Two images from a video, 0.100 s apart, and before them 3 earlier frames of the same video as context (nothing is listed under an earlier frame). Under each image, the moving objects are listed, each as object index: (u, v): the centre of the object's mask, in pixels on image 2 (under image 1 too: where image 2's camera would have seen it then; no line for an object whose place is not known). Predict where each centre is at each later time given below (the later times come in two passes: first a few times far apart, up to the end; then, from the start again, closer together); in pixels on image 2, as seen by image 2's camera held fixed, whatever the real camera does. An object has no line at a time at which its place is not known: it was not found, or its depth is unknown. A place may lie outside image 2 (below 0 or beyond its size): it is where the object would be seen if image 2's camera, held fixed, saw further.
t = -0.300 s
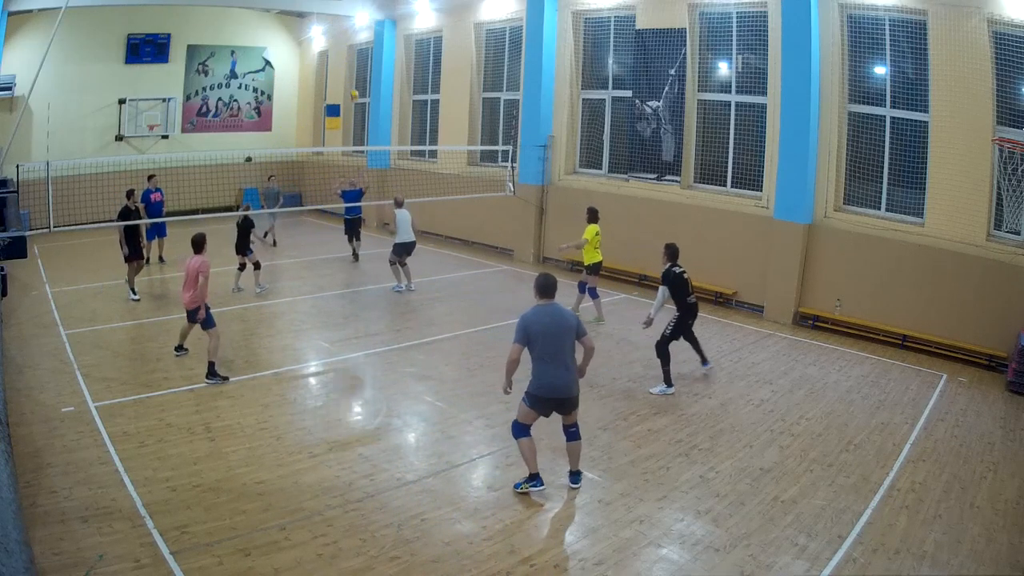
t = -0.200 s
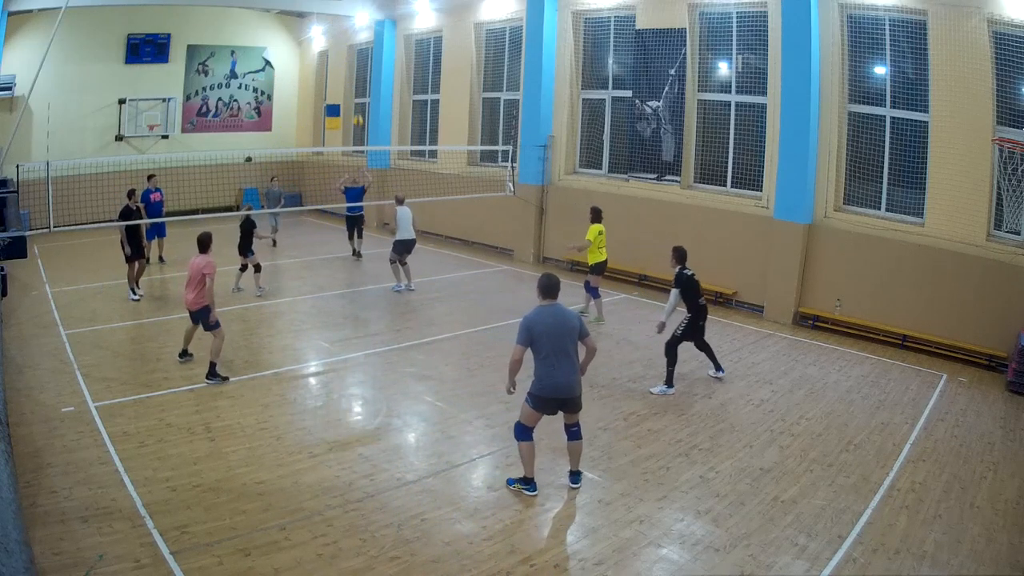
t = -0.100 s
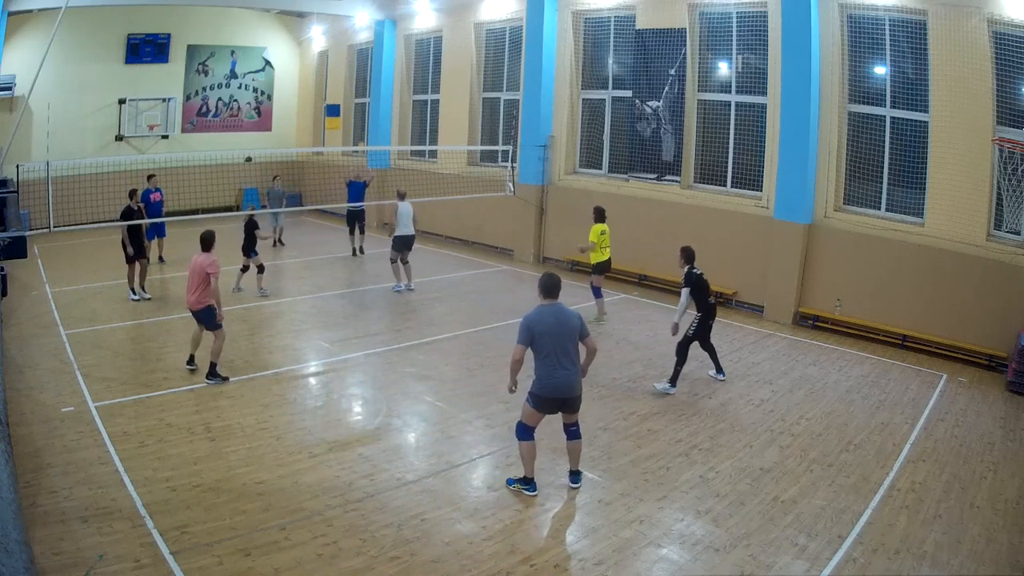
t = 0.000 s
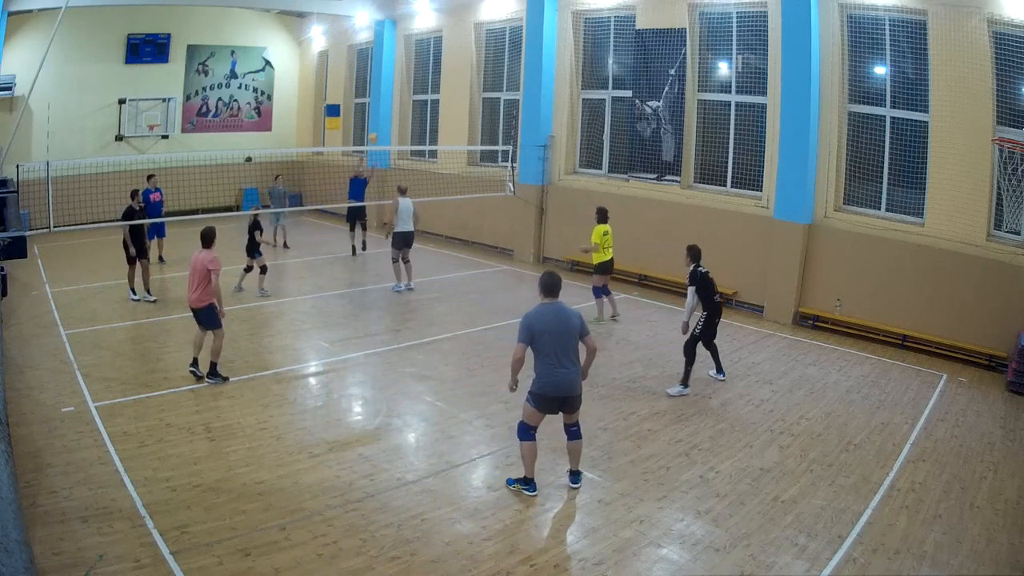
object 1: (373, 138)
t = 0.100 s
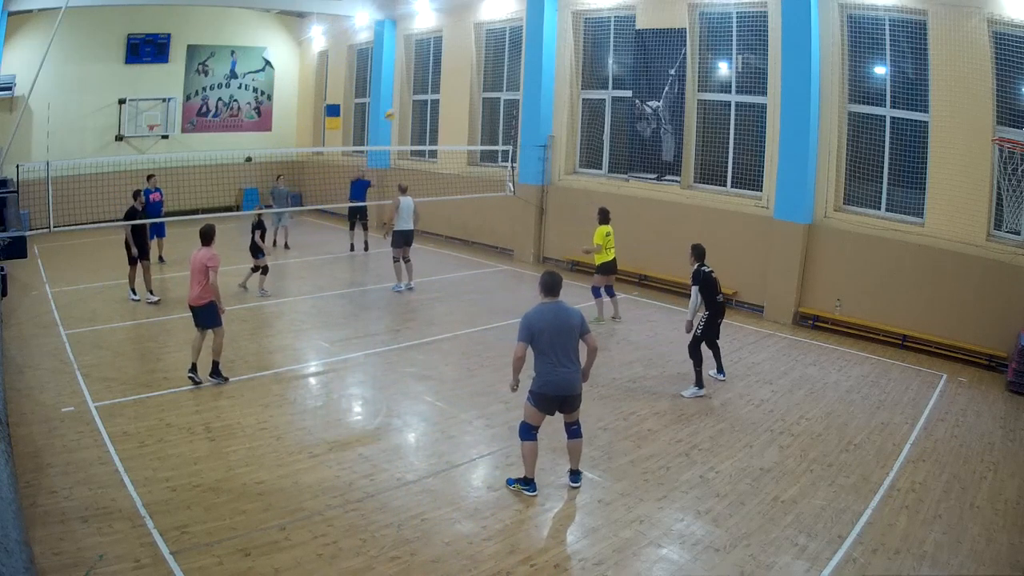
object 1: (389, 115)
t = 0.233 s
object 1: (416, 88)
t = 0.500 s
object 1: (478, 54)
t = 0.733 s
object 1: (545, 56)
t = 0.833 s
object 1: (580, 69)
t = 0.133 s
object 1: (396, 107)
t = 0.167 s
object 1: (403, 100)
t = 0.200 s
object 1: (409, 95)
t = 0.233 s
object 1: (416, 88)
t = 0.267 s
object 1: (422, 82)
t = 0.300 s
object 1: (429, 77)
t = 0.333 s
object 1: (436, 72)
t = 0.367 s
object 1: (444, 68)
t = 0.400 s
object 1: (452, 64)
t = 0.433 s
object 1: (460, 60)
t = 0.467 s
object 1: (468, 56)
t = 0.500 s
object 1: (478, 54)
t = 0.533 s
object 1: (487, 52)
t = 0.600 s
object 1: (505, 50)
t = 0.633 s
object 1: (514, 51)
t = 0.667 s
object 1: (525, 52)
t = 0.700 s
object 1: (535, 53)
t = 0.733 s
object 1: (545, 56)
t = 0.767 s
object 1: (557, 60)
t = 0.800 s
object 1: (568, 65)
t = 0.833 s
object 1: (580, 69)
